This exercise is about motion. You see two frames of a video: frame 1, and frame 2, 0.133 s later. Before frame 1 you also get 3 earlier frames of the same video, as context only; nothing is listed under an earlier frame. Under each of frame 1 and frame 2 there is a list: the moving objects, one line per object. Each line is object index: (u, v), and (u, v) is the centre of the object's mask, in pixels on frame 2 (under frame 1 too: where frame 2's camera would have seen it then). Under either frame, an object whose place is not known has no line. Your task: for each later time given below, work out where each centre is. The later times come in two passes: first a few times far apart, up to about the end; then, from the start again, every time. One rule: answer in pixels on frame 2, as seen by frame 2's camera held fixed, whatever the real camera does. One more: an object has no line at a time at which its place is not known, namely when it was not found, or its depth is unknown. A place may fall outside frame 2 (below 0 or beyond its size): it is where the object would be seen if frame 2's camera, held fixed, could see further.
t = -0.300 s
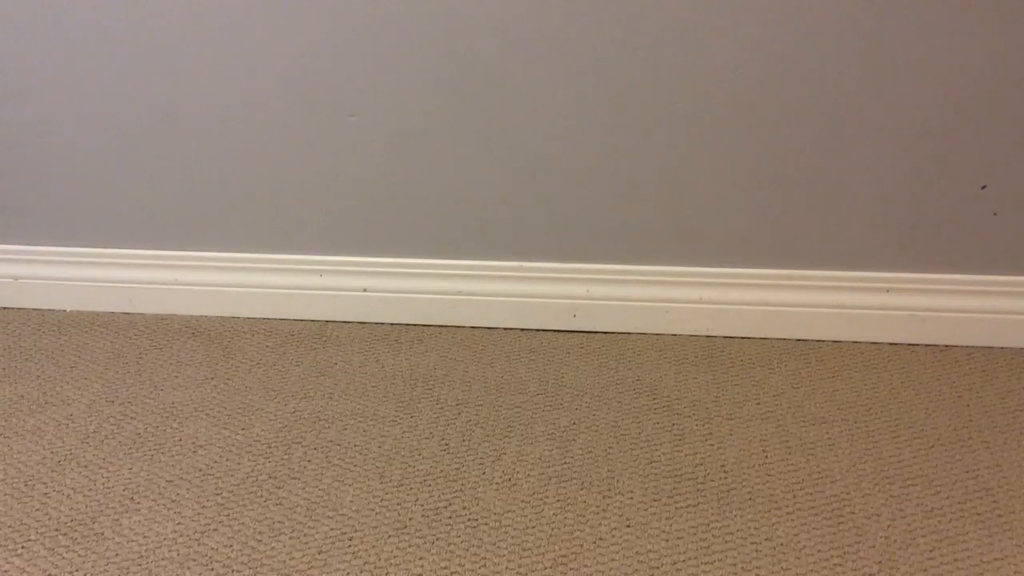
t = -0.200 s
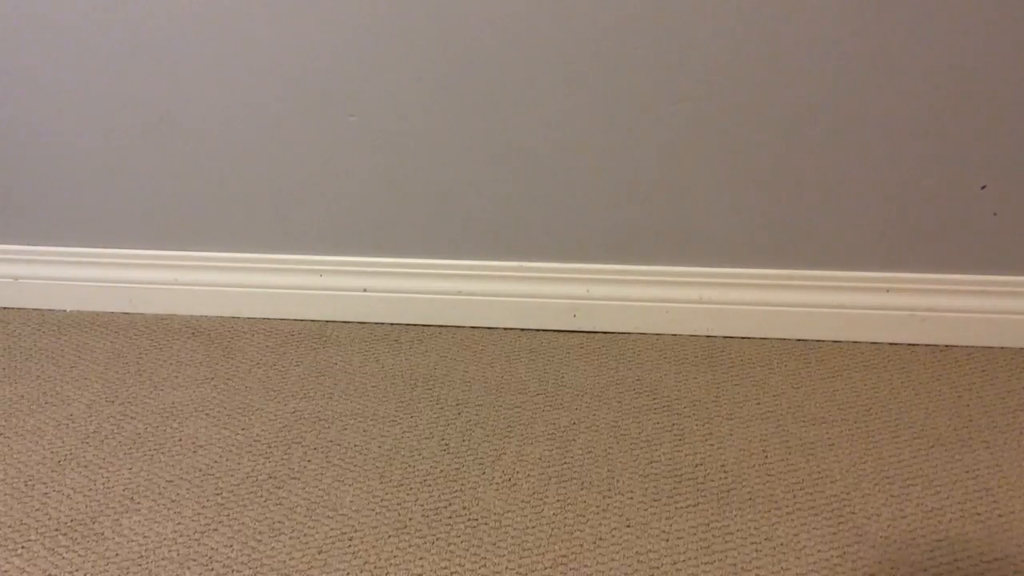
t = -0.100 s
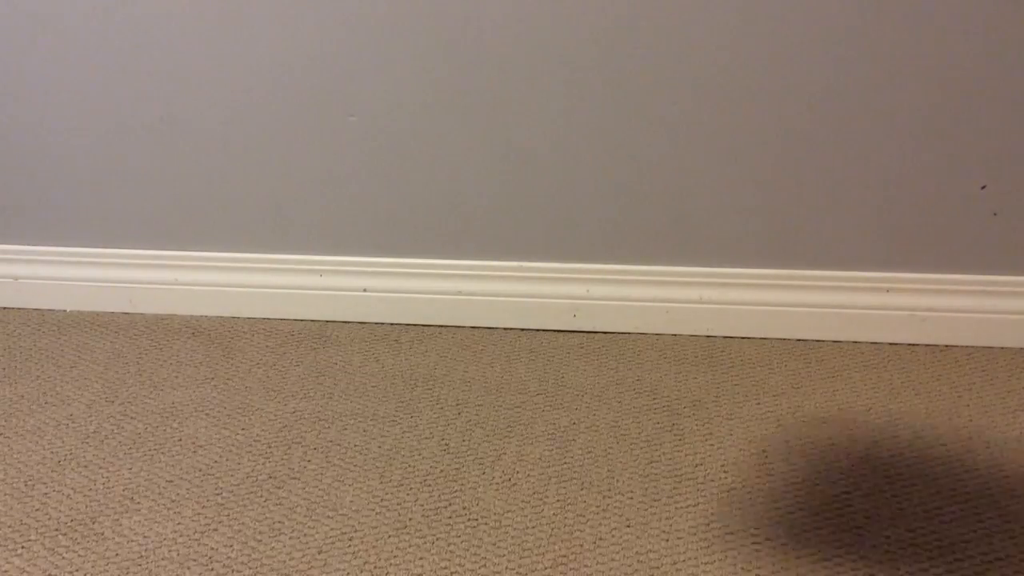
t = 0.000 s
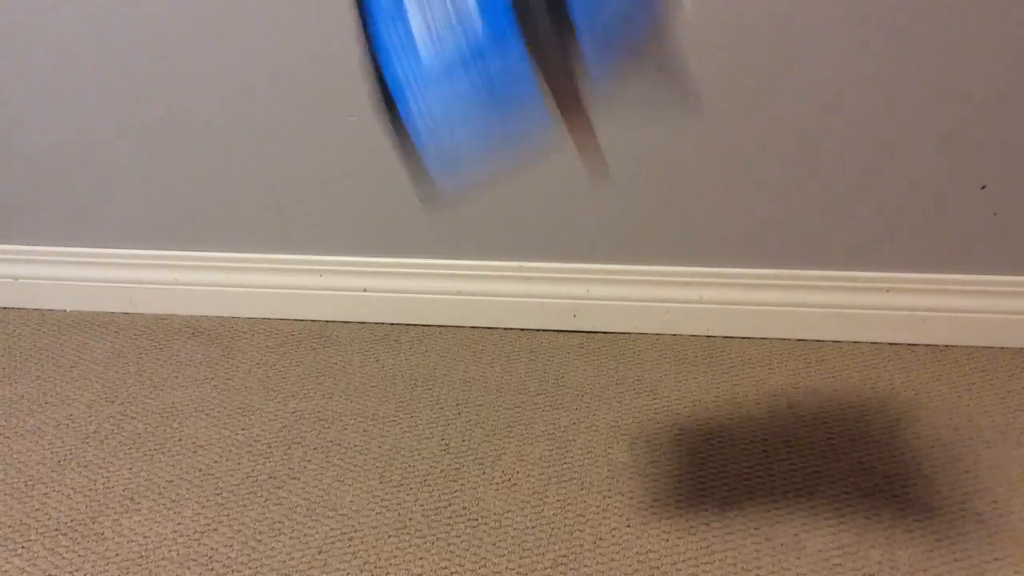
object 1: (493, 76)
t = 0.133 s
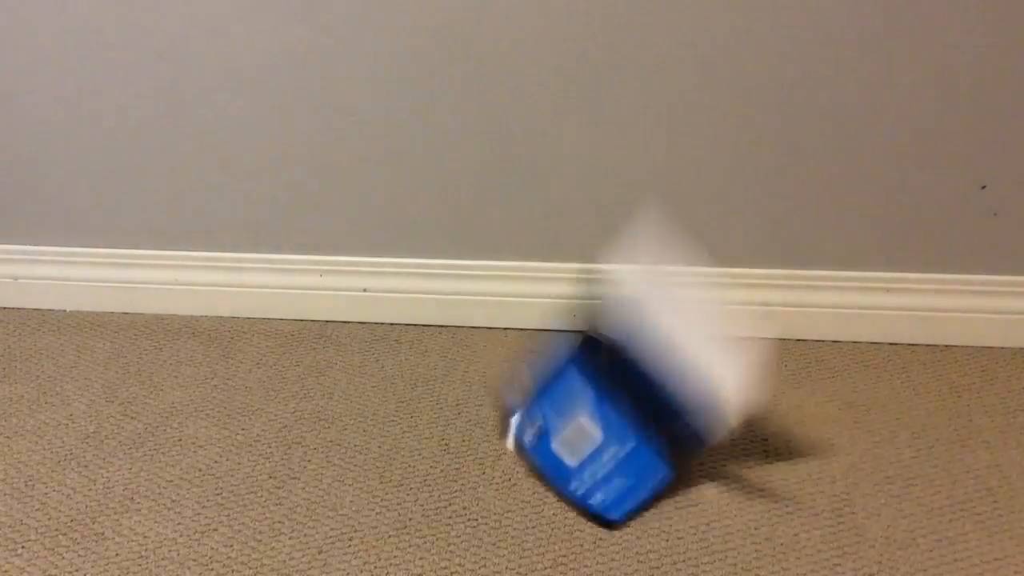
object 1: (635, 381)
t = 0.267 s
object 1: (599, 339)
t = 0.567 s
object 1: (618, 350)
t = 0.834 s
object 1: (617, 351)
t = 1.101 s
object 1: (618, 351)
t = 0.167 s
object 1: (618, 421)
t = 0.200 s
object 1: (601, 387)
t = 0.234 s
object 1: (601, 362)
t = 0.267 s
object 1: (599, 339)
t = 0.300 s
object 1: (604, 318)
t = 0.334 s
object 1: (605, 316)
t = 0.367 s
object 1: (607, 323)
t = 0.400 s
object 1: (609, 341)
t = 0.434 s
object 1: (610, 355)
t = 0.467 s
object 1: (613, 353)
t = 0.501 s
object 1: (616, 352)
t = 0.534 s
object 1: (618, 351)
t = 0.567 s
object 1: (618, 350)
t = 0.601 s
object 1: (617, 351)
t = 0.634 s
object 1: (617, 351)
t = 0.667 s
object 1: (617, 351)
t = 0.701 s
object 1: (617, 351)
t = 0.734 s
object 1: (617, 351)
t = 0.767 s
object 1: (617, 351)
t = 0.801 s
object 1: (617, 351)
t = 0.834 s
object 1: (617, 351)
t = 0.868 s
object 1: (617, 351)
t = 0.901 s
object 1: (617, 351)
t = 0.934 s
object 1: (617, 351)
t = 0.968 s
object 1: (617, 351)
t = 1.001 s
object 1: (617, 351)
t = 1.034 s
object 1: (618, 351)
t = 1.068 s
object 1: (617, 351)
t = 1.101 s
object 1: (618, 351)
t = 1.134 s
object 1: (617, 350)
